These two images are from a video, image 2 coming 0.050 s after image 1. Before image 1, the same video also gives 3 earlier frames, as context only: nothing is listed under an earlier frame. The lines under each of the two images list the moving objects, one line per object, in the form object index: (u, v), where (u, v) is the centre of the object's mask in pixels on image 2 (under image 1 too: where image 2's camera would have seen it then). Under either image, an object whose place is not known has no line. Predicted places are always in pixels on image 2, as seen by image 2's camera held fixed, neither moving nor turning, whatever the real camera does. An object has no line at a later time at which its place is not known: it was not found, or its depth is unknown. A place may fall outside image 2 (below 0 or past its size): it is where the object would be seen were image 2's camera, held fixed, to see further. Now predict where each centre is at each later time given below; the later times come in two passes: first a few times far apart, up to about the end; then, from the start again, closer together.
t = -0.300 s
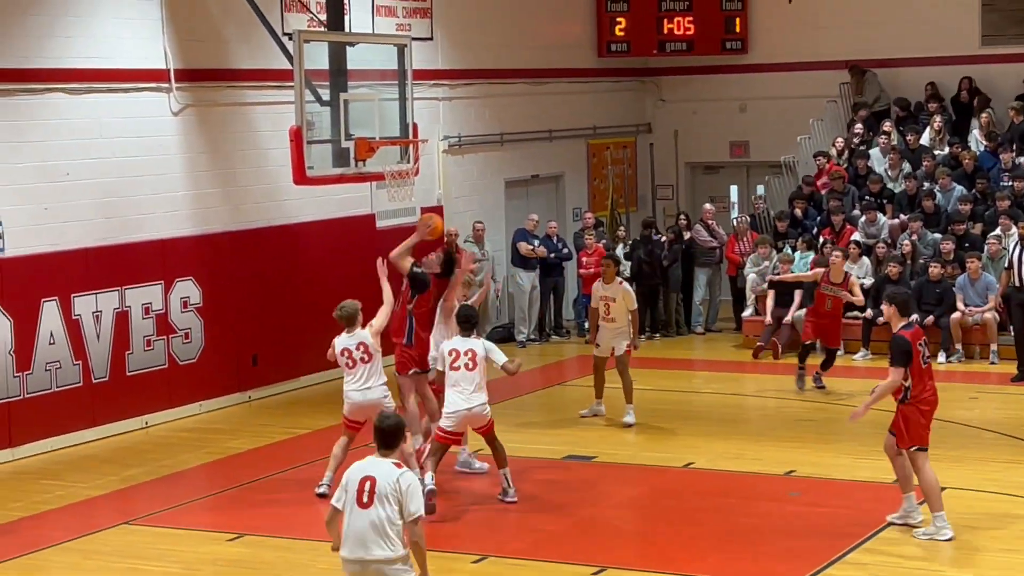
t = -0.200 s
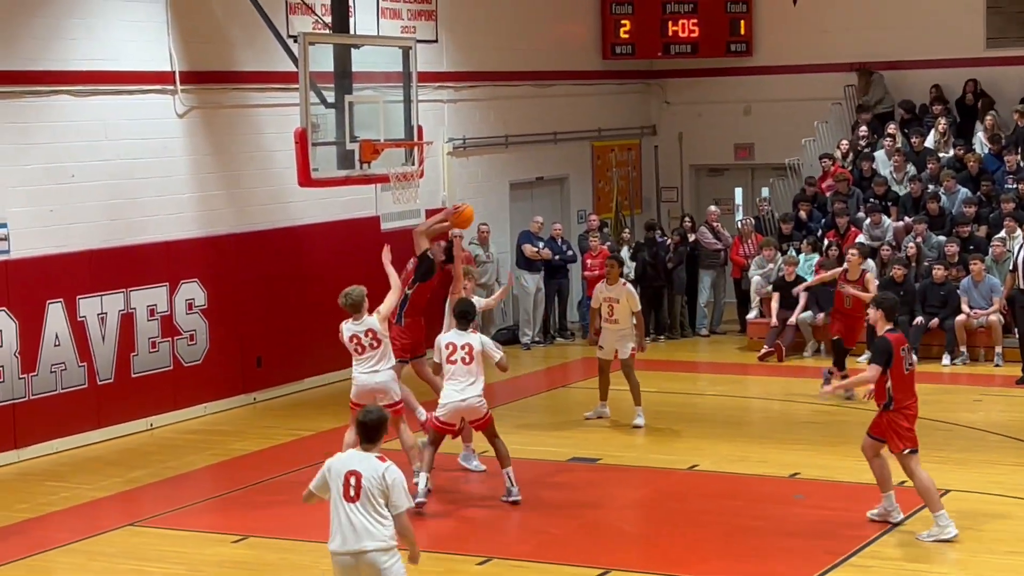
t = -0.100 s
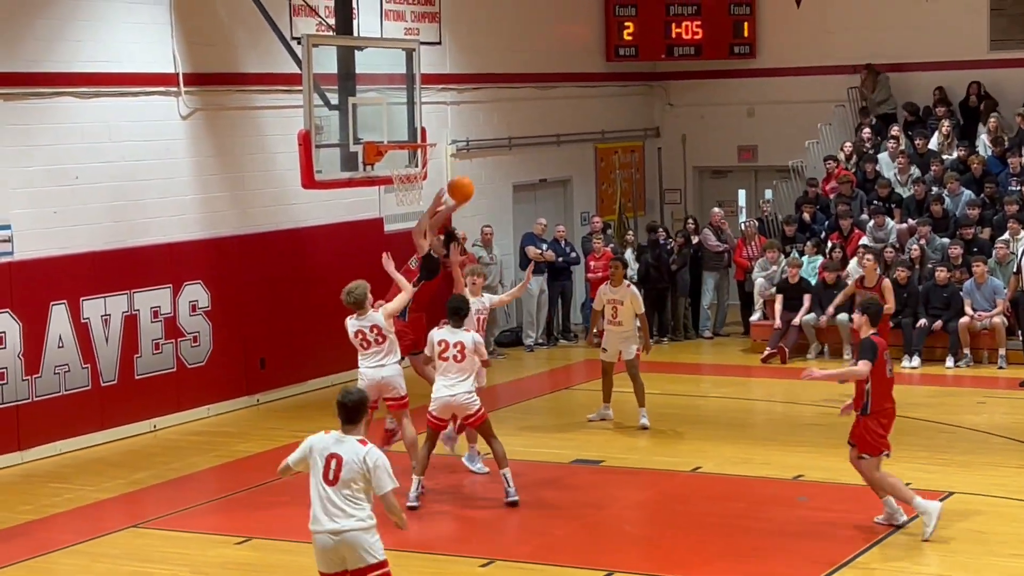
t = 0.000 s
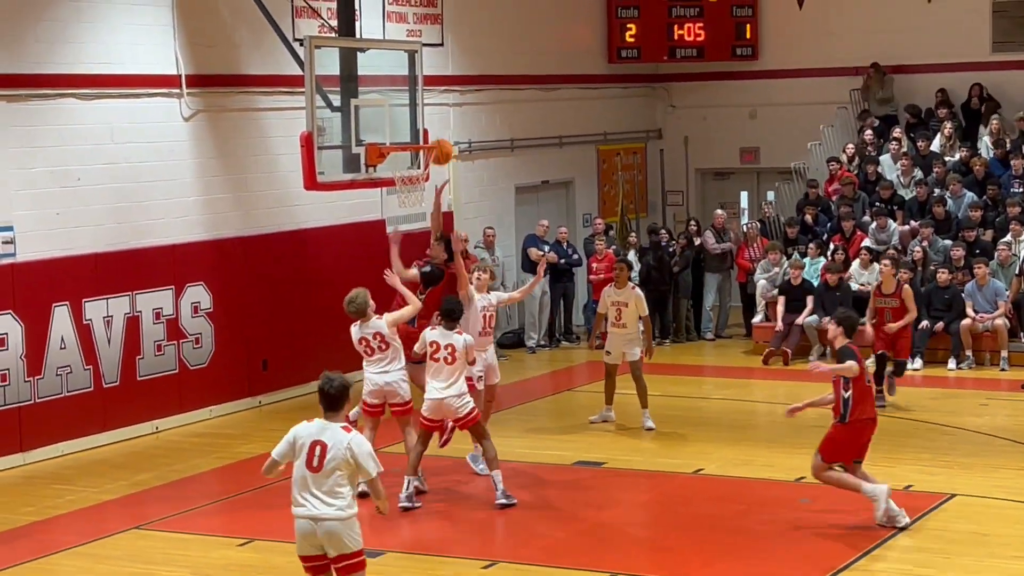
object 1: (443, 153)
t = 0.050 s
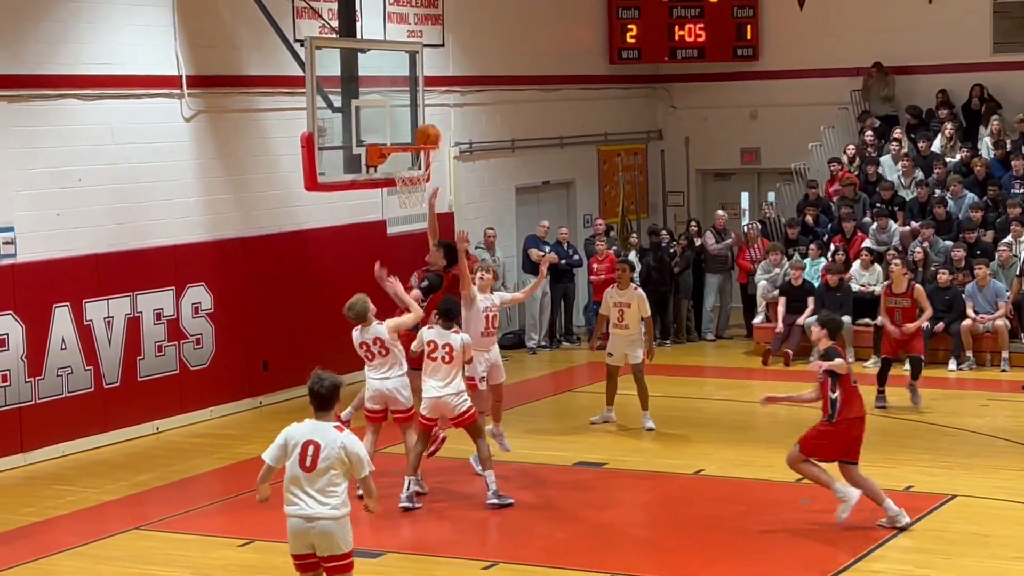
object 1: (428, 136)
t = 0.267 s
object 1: (398, 107)
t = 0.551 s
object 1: (415, 139)
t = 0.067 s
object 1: (423, 132)
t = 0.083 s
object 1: (418, 128)
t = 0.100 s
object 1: (414, 124)
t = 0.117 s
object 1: (410, 121)
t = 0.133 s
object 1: (405, 117)
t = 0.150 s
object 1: (401, 114)
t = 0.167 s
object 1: (396, 111)
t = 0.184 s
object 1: (394, 109)
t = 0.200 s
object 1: (394, 108)
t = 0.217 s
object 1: (395, 107)
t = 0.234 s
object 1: (396, 107)
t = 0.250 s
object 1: (397, 107)
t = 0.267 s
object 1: (398, 107)
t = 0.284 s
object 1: (398, 107)
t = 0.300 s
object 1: (399, 108)
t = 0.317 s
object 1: (400, 109)
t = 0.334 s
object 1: (401, 111)
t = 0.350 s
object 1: (402, 112)
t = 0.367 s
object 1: (403, 114)
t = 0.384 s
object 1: (404, 117)
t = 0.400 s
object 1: (404, 119)
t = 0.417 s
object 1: (406, 122)
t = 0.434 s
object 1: (406, 126)
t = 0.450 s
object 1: (407, 130)
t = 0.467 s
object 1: (409, 133)
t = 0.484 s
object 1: (410, 136)
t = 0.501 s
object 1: (411, 137)
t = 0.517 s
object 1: (412, 137)
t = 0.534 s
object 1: (414, 138)
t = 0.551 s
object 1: (415, 139)
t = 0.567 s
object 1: (416, 142)
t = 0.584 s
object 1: (418, 143)
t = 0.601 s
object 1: (419, 139)
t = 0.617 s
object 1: (418, 140)
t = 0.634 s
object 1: (415, 145)
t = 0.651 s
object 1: (413, 146)
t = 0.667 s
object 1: (410, 146)
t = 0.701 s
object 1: (404, 148)
